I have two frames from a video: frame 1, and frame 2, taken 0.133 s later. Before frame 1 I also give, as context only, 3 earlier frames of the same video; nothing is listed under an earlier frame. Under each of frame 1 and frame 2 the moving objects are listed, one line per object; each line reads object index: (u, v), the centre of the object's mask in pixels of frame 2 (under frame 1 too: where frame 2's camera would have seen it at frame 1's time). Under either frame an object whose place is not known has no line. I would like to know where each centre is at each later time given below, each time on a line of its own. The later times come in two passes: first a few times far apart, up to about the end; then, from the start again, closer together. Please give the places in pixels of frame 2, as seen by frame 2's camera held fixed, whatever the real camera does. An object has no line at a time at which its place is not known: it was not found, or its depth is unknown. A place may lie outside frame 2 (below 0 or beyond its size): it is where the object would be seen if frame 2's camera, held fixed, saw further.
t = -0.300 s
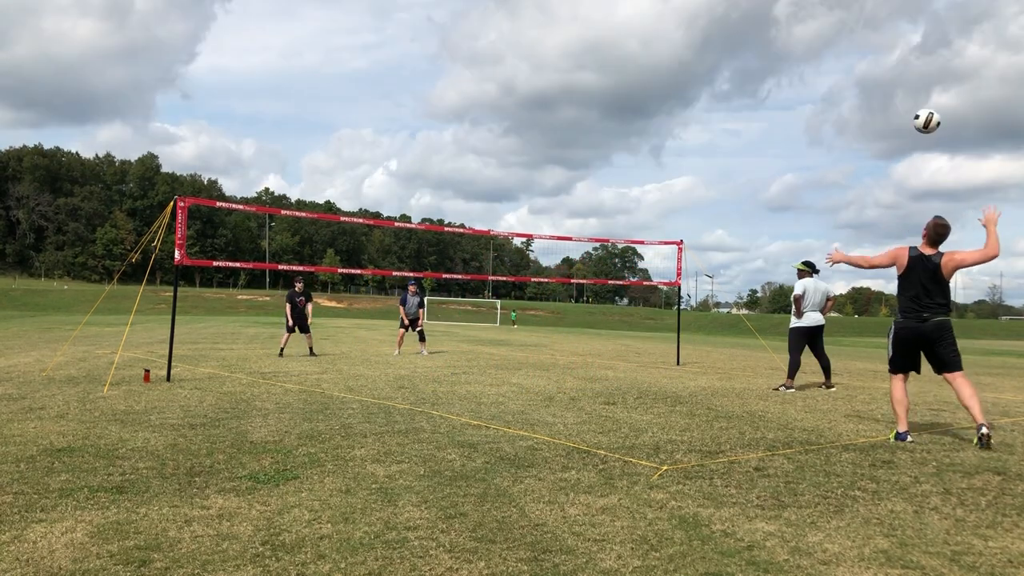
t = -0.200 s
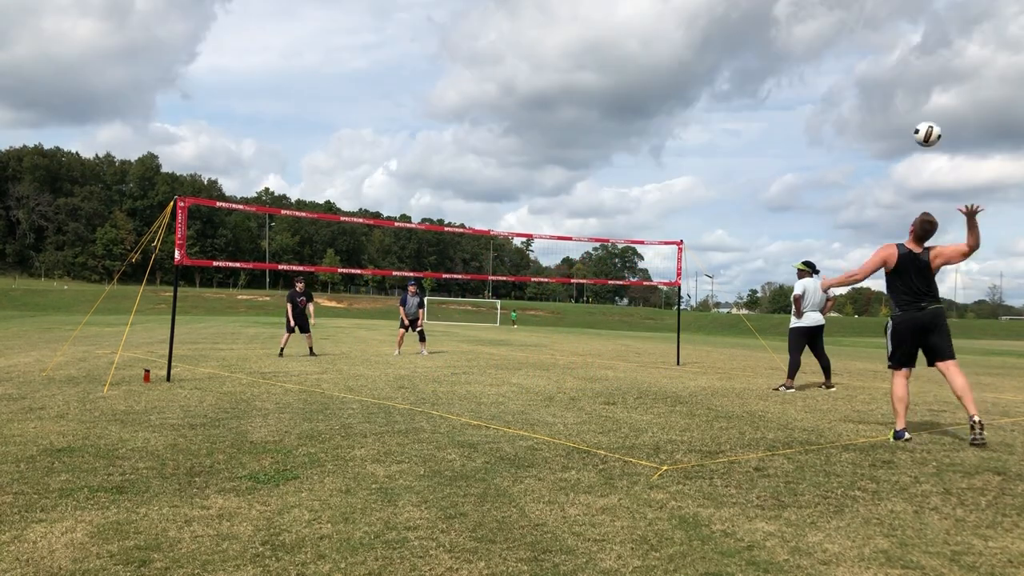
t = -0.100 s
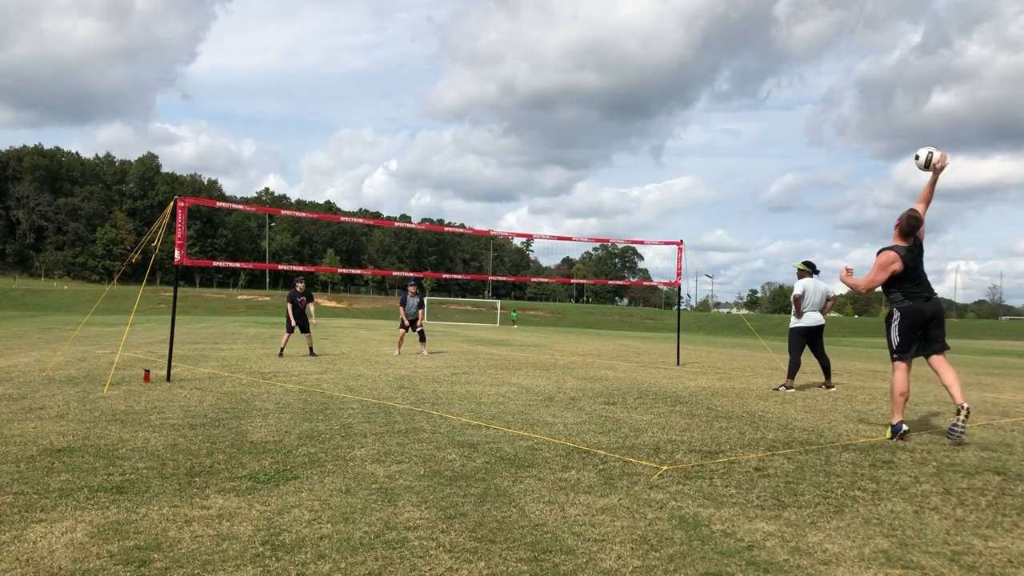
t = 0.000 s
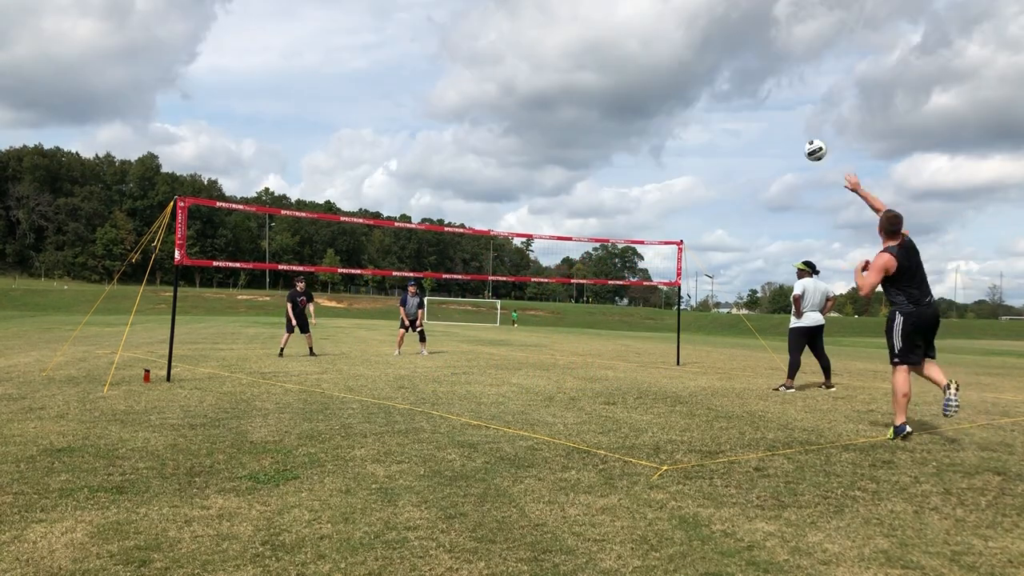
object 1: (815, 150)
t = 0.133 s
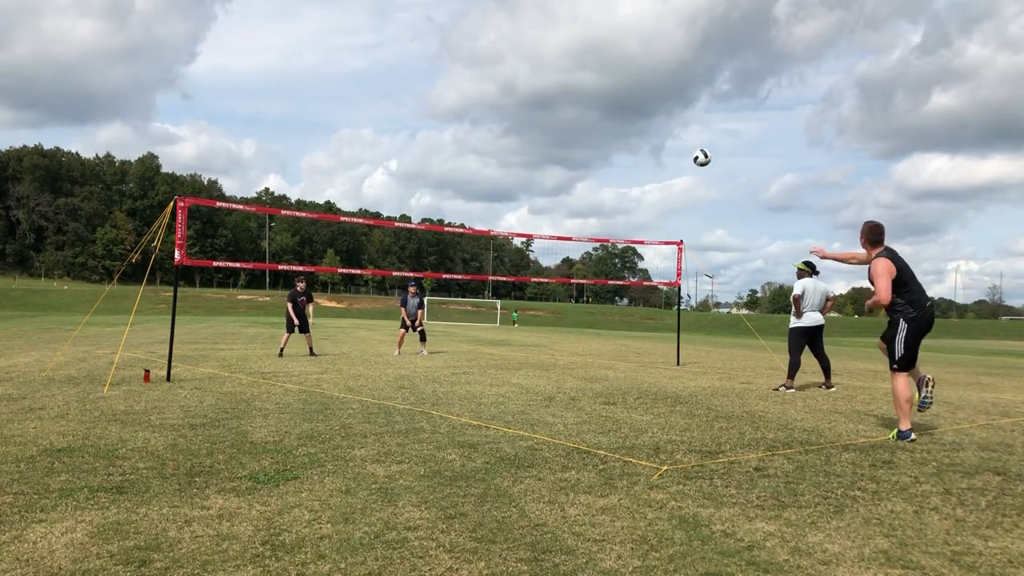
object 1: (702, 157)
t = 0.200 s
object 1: (660, 166)
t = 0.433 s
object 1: (559, 211)
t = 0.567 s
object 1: (524, 234)
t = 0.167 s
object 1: (680, 161)
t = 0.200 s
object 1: (660, 166)
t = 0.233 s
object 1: (641, 171)
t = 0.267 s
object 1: (625, 177)
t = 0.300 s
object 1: (609, 184)
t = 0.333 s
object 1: (595, 190)
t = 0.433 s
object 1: (559, 211)
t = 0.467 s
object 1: (548, 219)
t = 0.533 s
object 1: (530, 235)
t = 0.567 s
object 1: (524, 234)
